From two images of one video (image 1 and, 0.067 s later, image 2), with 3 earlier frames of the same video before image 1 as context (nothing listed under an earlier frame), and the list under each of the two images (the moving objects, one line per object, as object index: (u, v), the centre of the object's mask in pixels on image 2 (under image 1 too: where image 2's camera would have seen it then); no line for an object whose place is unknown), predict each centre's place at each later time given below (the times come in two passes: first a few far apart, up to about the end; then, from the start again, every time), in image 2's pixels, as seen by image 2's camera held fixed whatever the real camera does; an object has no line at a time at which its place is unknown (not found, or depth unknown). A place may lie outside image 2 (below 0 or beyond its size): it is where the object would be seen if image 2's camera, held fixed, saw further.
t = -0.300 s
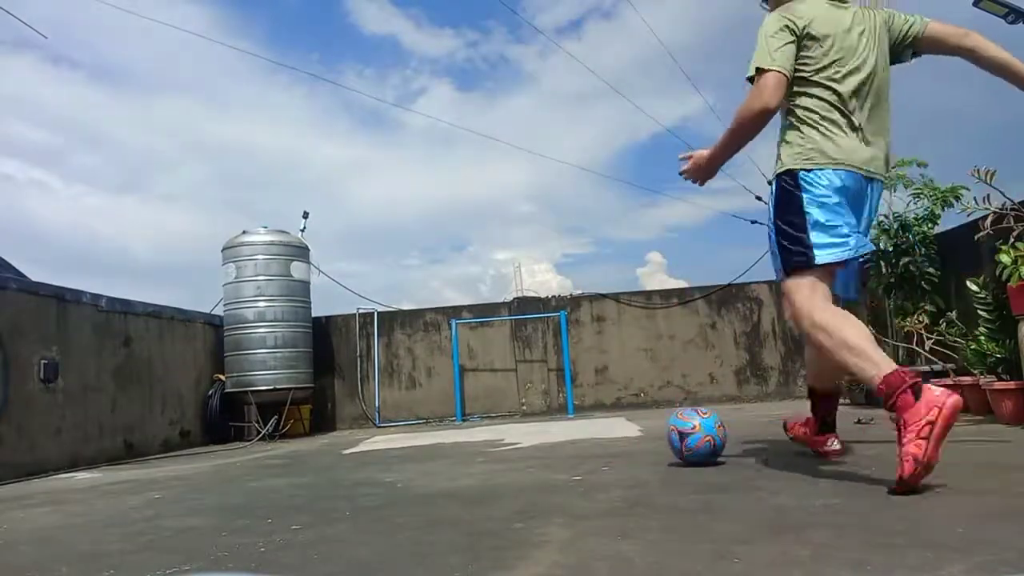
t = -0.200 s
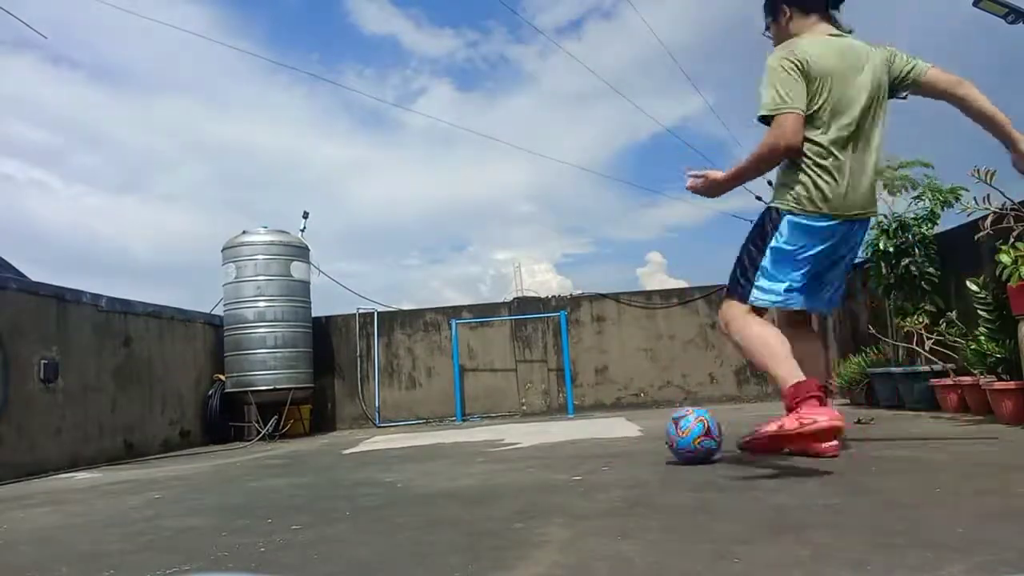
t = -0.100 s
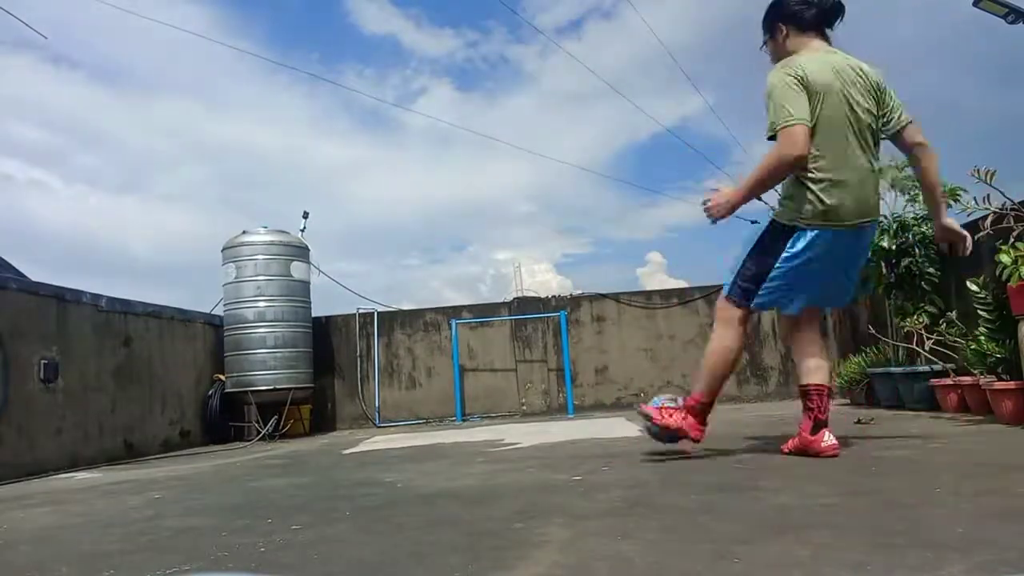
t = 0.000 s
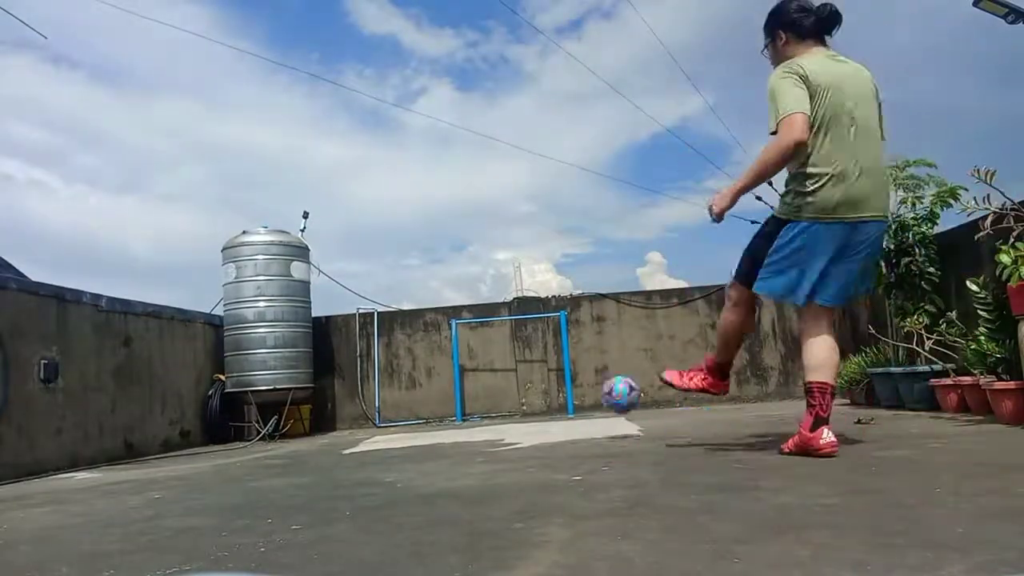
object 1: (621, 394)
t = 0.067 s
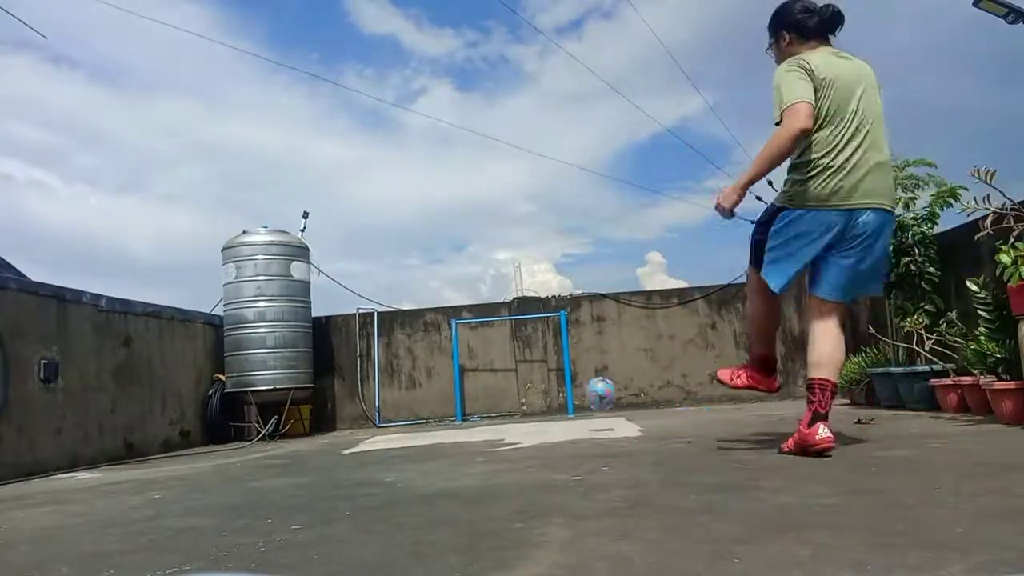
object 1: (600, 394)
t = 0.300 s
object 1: (567, 395)
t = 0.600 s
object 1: (451, 399)
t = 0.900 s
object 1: (354, 416)
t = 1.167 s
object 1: (281, 430)
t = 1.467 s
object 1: (192, 441)
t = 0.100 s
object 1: (592, 395)
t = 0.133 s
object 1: (587, 398)
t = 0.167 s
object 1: (580, 403)
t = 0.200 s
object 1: (576, 408)
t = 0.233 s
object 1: (573, 403)
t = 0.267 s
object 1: (570, 398)
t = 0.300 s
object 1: (567, 395)
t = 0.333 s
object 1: (561, 391)
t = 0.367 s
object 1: (548, 388)
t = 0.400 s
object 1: (536, 385)
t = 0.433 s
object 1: (522, 384)
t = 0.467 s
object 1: (509, 384)
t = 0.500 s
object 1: (494, 386)
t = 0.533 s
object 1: (481, 389)
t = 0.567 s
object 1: (466, 394)
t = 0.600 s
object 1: (451, 399)
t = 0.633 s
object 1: (436, 409)
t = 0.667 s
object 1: (419, 419)
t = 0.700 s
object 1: (407, 421)
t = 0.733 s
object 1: (398, 417)
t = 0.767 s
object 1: (390, 413)
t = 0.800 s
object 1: (381, 412)
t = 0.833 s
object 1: (372, 411)
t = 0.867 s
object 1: (364, 413)
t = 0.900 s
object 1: (354, 416)
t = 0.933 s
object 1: (346, 421)
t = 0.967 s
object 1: (337, 428)
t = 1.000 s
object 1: (328, 431)
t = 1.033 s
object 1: (319, 427)
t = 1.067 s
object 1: (310, 425)
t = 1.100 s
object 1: (300, 425)
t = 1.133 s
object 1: (291, 426)
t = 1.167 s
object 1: (281, 430)
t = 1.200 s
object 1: (272, 434)
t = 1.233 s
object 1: (261, 437)
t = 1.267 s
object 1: (252, 436)
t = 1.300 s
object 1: (242, 435)
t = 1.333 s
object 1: (232, 436)
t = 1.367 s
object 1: (222, 439)
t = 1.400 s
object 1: (212, 442)
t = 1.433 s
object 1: (202, 441)
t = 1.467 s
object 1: (192, 441)
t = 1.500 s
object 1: (182, 443)
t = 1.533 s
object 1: (172, 446)
